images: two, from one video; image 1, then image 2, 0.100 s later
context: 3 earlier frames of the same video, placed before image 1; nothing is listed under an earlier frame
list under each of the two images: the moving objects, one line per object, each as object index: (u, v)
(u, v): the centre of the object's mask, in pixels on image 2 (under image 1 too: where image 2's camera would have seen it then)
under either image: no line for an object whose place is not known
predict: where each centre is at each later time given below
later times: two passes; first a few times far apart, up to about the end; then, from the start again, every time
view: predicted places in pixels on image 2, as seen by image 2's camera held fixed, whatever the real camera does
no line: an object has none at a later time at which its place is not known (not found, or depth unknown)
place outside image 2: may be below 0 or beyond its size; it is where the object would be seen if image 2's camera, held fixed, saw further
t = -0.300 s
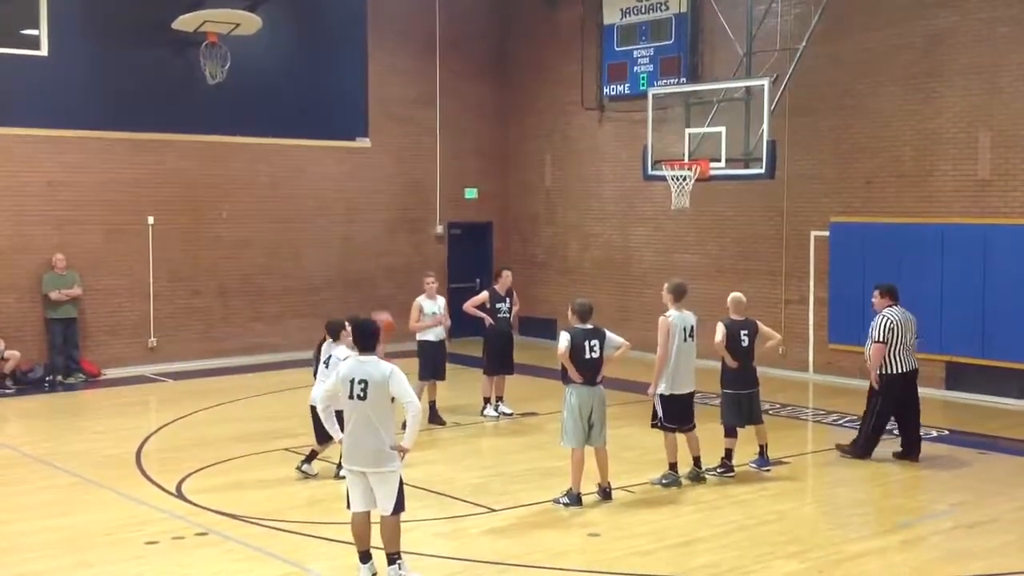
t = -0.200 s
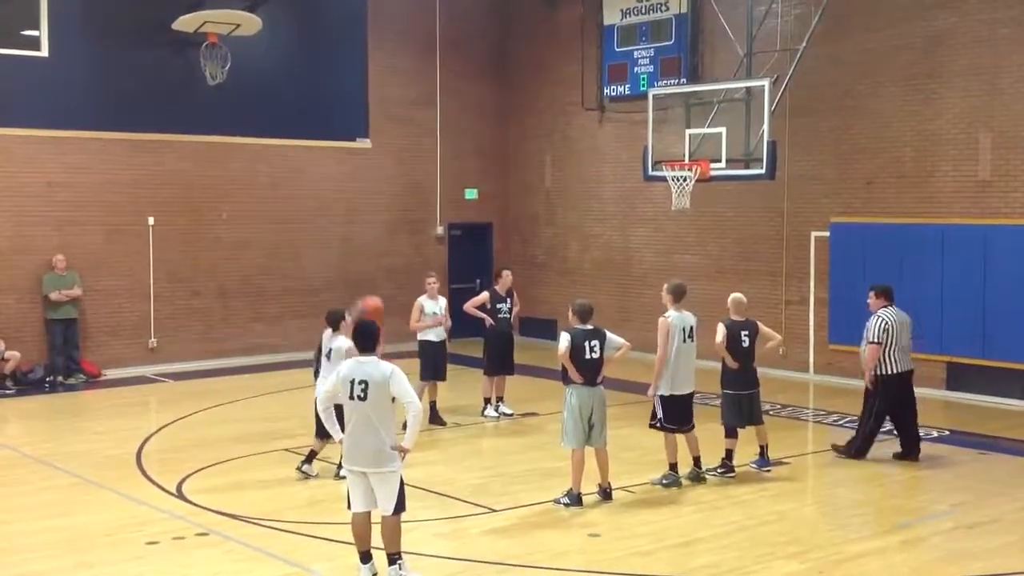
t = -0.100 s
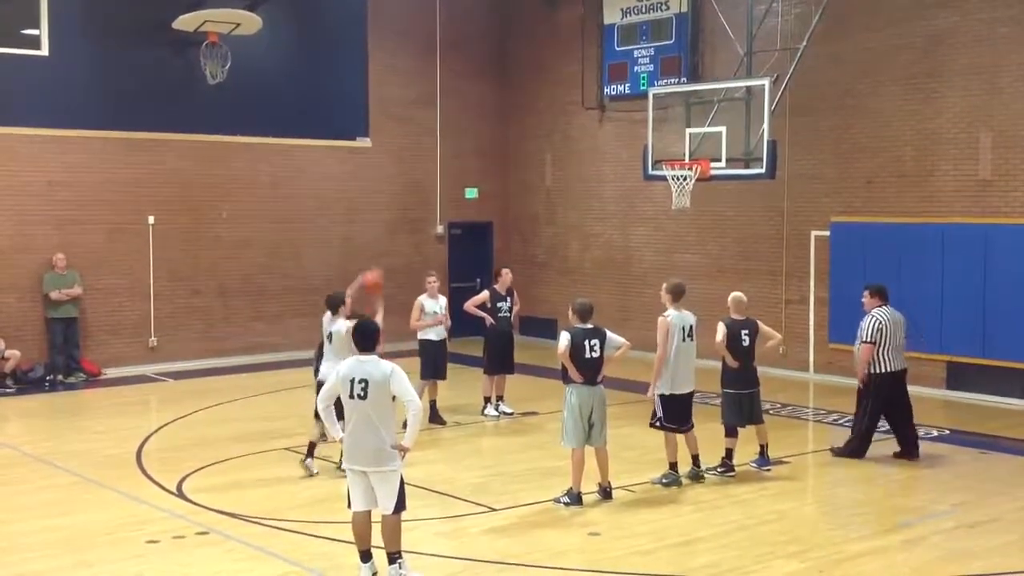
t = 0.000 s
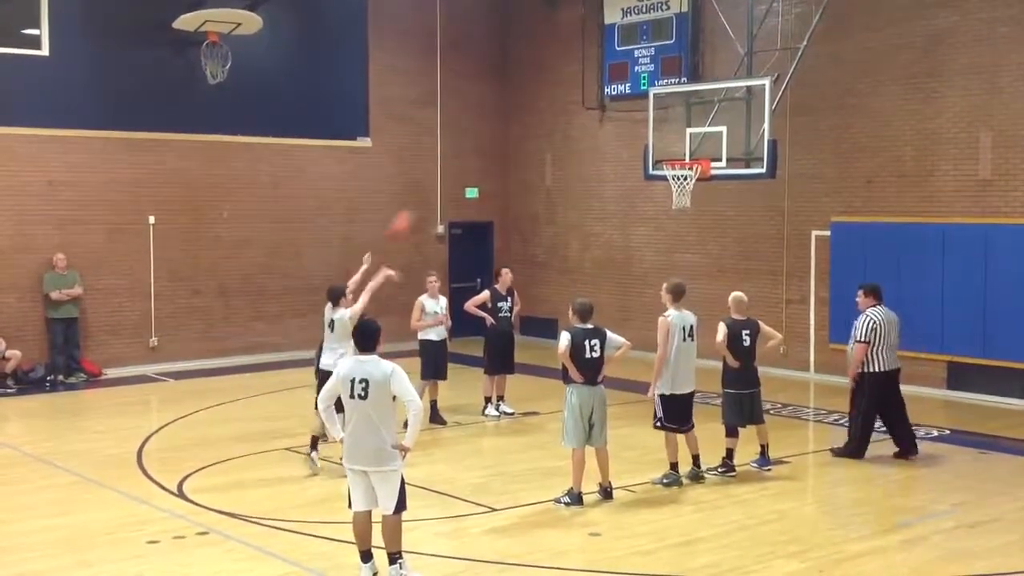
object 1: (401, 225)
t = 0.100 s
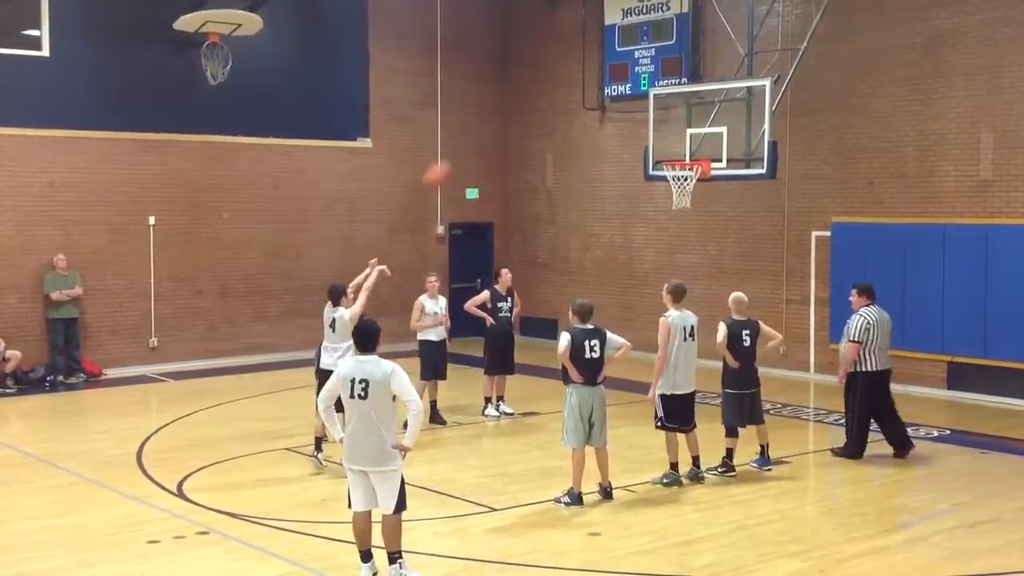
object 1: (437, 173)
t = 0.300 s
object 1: (501, 106)
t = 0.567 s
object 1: (582, 77)
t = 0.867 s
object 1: (663, 120)
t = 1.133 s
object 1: (667, 133)
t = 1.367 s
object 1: (627, 134)
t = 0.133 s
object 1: (448, 158)
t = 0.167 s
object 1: (460, 144)
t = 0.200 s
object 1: (470, 133)
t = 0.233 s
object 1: (481, 123)
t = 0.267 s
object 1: (491, 115)
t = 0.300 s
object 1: (501, 106)
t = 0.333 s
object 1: (512, 100)
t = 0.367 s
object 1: (523, 92)
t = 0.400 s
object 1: (533, 87)
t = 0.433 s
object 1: (543, 83)
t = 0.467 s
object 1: (553, 80)
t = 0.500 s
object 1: (563, 78)
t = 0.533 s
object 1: (574, 78)
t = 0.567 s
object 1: (582, 77)
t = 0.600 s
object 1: (591, 79)
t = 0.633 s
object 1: (600, 80)
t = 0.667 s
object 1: (609, 83)
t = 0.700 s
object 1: (620, 88)
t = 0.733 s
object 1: (628, 92)
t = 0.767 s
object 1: (636, 96)
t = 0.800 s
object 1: (646, 104)
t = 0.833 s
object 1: (656, 113)
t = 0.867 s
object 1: (663, 120)
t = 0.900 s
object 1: (671, 130)
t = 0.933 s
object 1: (679, 140)
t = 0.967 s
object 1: (686, 152)
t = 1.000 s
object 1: (687, 151)
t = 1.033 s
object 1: (682, 147)
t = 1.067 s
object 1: (677, 143)
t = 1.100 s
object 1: (673, 138)
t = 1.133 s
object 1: (667, 133)
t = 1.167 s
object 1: (661, 131)
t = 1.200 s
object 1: (655, 129)
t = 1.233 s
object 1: (649, 128)
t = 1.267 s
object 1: (645, 127)
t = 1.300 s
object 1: (638, 129)
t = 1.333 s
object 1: (631, 131)
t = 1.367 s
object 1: (627, 134)
